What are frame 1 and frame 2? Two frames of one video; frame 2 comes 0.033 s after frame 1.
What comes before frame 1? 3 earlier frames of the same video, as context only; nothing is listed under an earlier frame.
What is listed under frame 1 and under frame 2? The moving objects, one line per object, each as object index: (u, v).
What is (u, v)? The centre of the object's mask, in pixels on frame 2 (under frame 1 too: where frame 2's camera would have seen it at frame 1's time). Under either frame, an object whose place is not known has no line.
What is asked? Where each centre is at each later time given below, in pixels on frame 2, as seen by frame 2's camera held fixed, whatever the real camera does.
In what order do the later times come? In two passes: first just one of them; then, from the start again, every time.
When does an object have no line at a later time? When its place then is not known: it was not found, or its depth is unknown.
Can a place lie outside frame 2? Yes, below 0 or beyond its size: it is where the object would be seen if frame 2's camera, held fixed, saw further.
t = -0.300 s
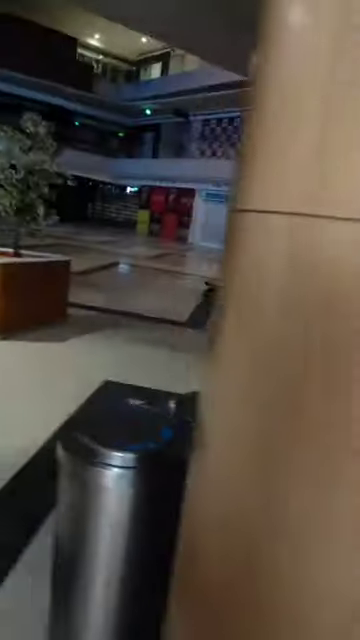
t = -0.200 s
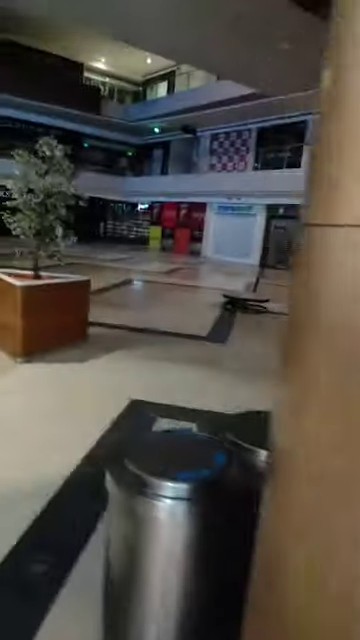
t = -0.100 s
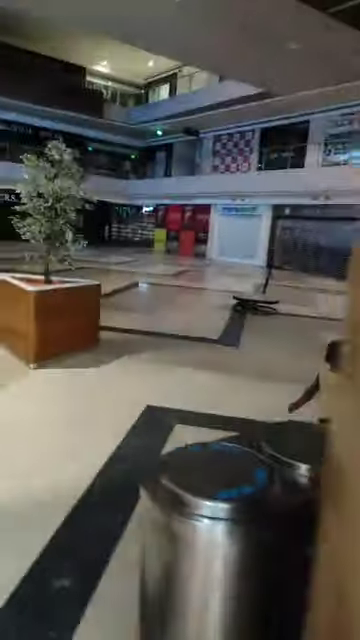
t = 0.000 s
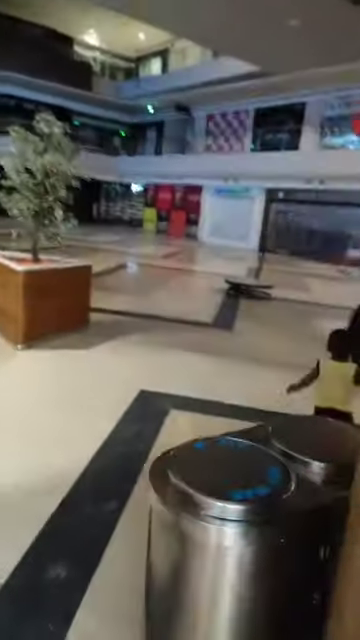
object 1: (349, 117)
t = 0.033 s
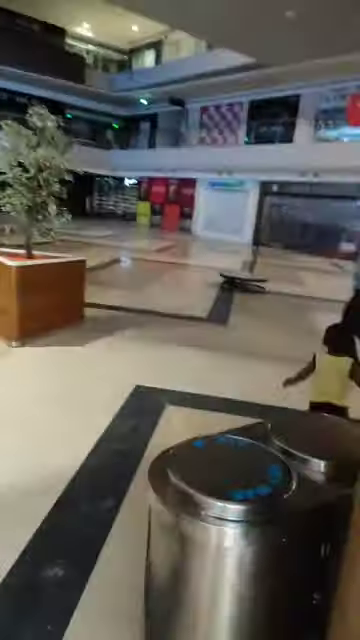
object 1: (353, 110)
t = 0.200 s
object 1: (351, 77)
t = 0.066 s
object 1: (354, 105)
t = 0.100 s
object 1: (353, 96)
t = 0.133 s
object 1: (351, 89)
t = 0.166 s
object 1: (352, 82)
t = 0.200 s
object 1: (351, 77)
